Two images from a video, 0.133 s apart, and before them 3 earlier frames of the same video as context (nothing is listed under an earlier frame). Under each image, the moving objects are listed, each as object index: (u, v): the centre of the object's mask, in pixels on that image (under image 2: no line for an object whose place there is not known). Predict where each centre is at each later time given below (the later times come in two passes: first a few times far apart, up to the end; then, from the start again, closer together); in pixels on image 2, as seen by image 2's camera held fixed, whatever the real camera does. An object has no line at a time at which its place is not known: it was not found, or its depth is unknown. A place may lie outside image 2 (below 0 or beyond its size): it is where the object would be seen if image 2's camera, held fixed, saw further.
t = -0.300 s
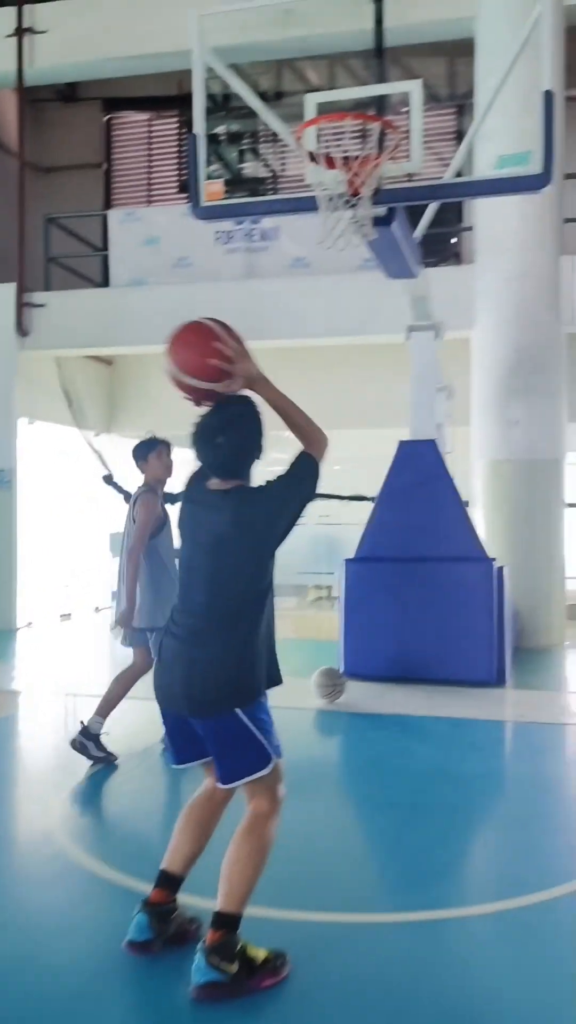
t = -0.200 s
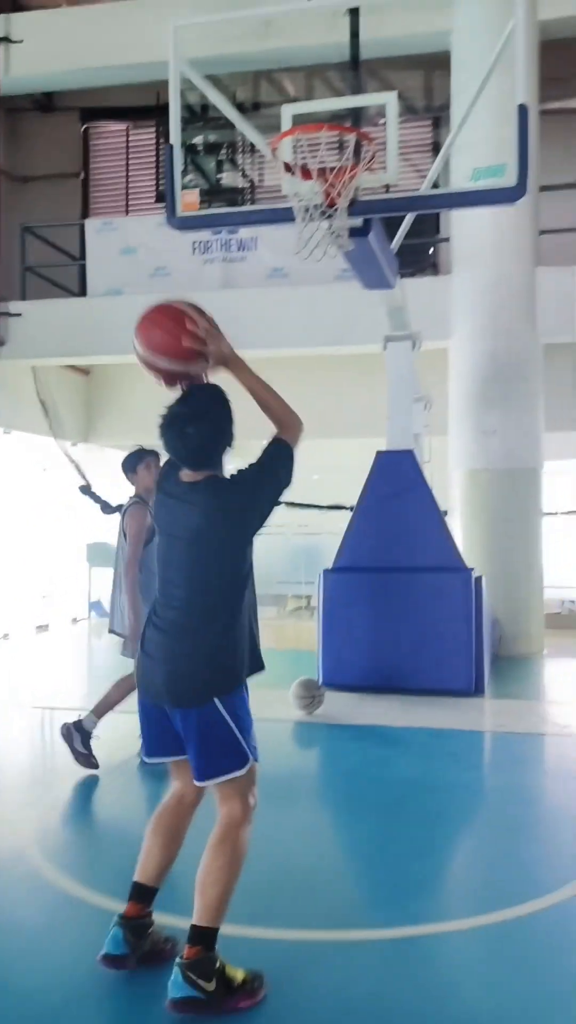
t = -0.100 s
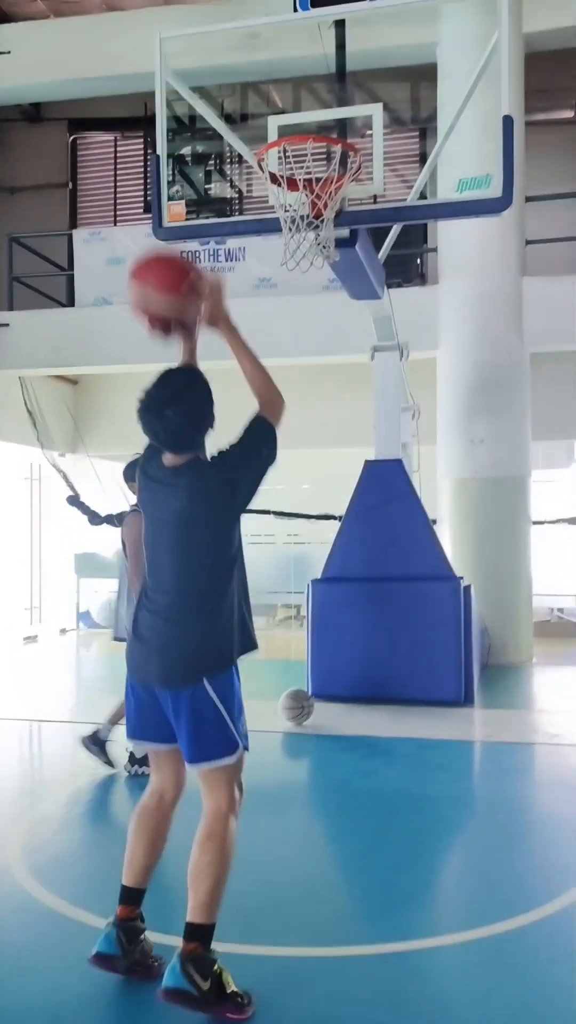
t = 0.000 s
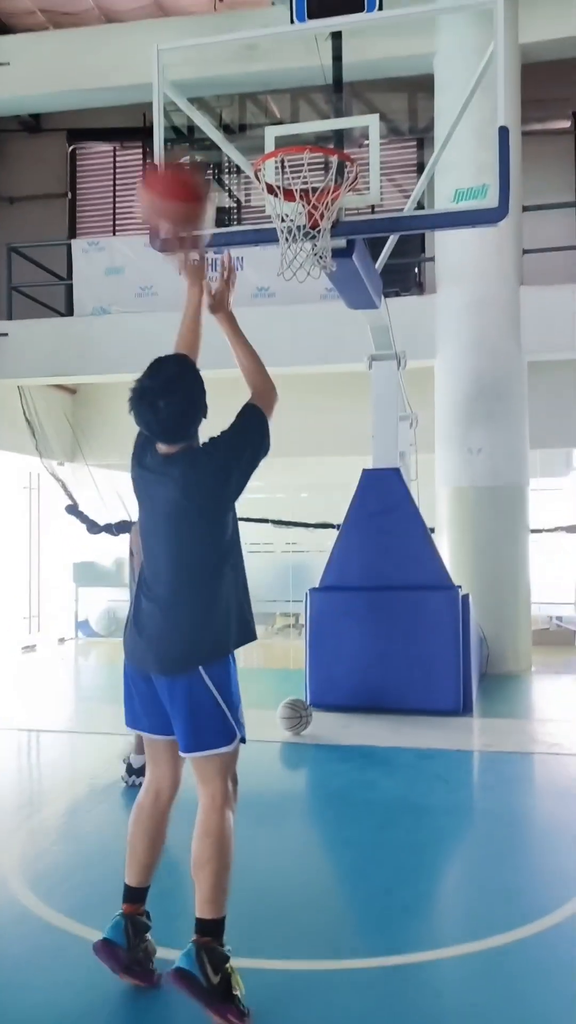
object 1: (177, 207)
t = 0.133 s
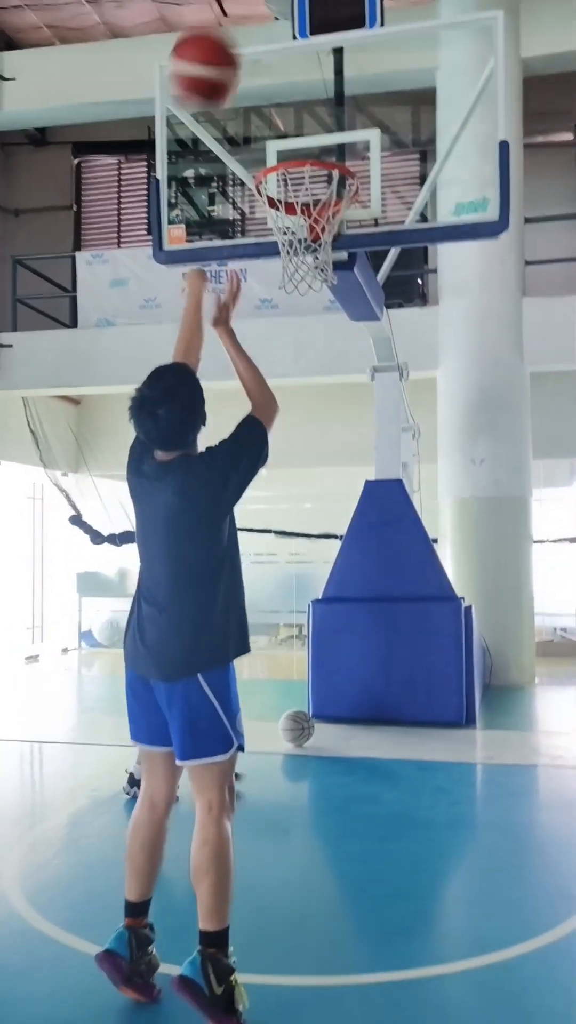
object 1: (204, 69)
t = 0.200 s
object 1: (216, 24)
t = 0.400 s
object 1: (244, -9)
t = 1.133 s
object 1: (319, 398)
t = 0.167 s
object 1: (211, 43)
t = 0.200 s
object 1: (216, 24)
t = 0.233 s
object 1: (221, 13)
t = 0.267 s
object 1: (226, 6)
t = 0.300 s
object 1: (231, 0)
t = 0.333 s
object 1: (236, -6)
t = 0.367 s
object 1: (240, -8)
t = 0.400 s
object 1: (244, -9)
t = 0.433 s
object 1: (246, -9)
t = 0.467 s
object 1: (250, -7)
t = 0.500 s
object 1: (255, -5)
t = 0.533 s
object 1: (261, 0)
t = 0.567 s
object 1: (266, 11)
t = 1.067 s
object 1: (315, 345)
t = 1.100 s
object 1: (317, 371)
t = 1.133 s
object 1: (319, 398)
